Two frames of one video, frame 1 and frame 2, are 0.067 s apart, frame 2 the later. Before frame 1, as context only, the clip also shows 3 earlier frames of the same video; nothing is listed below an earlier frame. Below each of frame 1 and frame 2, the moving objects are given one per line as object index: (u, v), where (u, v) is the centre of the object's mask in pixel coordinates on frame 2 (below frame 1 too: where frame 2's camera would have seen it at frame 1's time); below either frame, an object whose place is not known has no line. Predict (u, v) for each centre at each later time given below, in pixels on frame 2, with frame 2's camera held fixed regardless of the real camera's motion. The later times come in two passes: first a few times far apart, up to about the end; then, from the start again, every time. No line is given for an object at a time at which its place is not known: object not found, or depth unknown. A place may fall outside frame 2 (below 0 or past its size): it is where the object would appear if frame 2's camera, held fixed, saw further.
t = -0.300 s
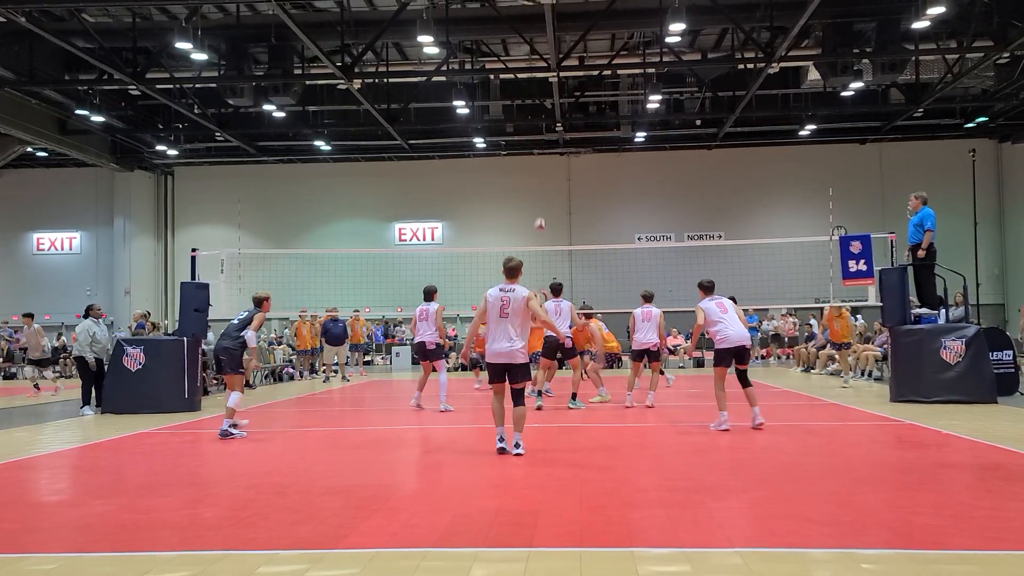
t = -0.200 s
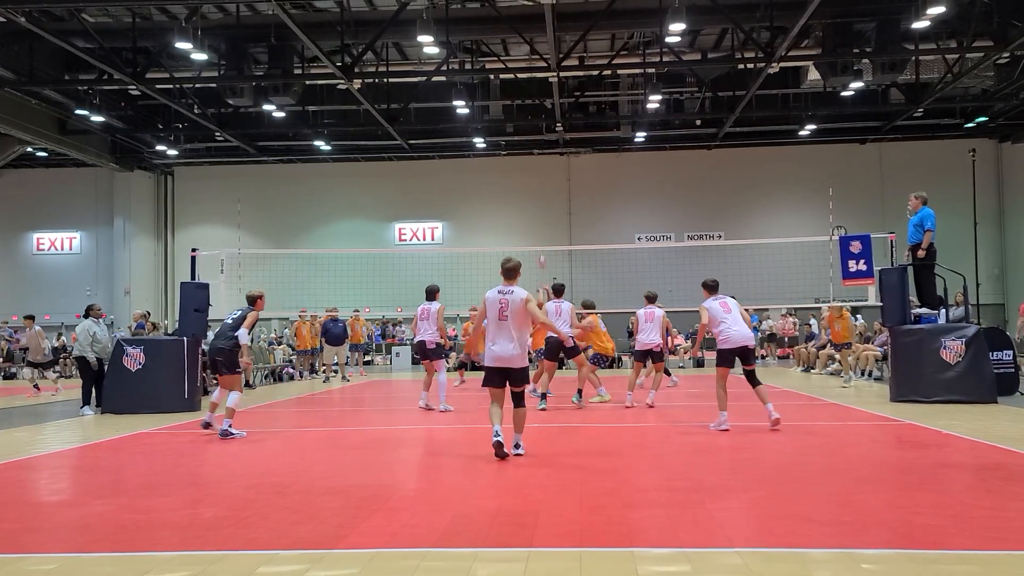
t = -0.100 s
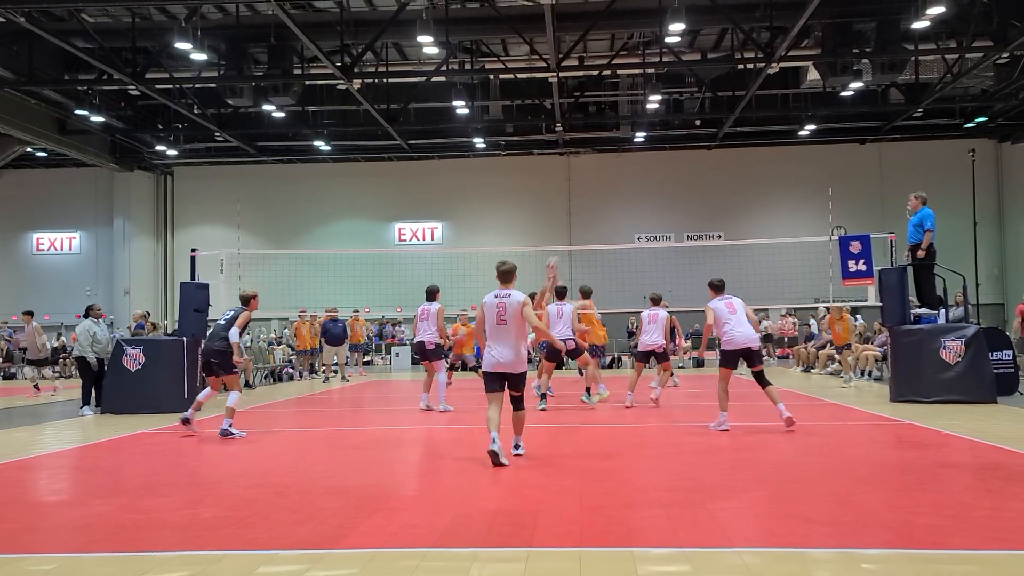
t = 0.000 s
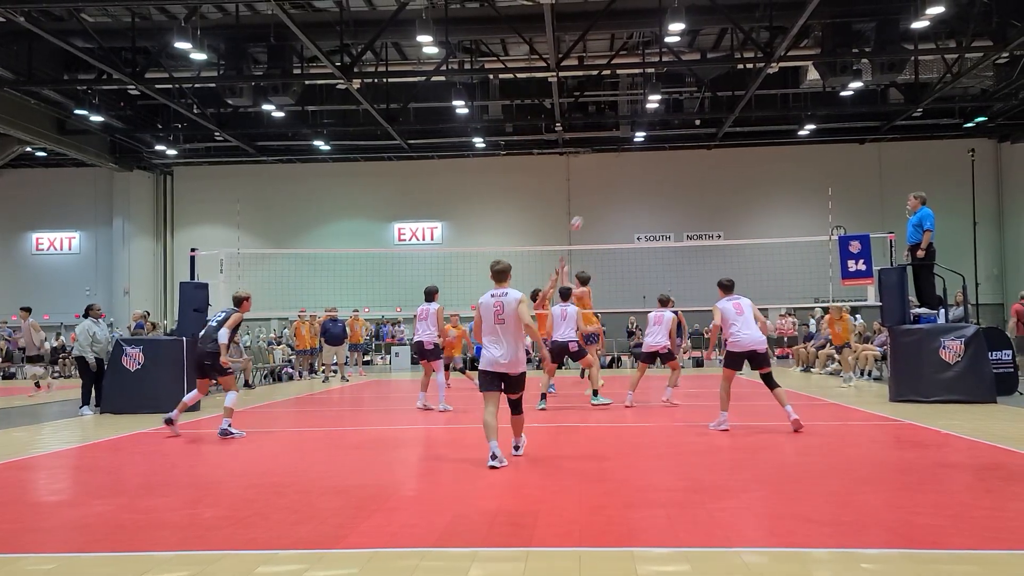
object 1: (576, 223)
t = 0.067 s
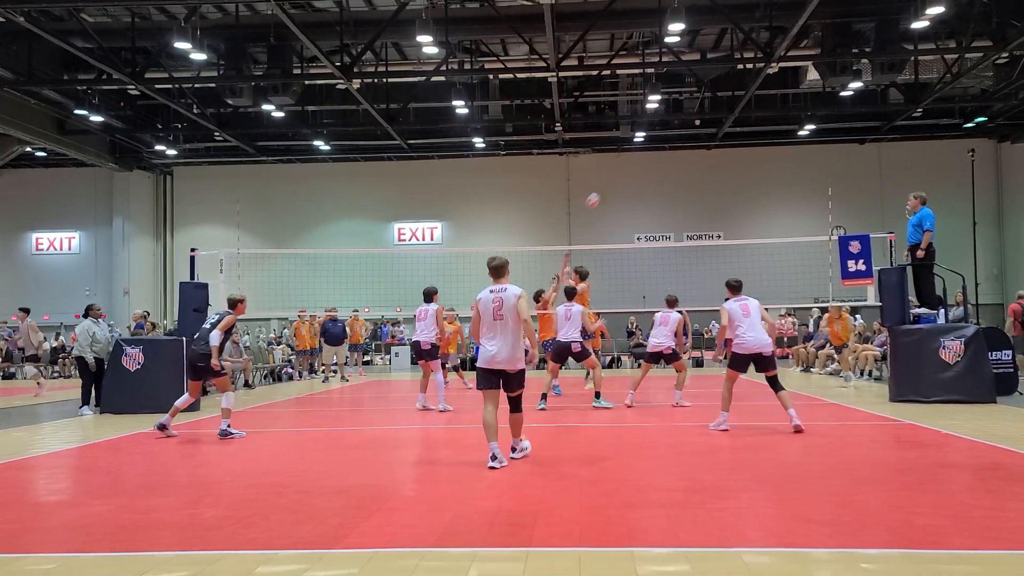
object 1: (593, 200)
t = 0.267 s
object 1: (642, 146)
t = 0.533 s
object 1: (707, 108)
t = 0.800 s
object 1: (774, 112)
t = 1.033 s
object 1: (832, 150)
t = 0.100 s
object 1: (601, 190)
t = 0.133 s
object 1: (609, 180)
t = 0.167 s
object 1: (617, 170)
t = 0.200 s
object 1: (625, 161)
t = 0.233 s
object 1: (634, 153)
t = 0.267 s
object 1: (642, 146)
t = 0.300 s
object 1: (650, 139)
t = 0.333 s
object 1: (658, 133)
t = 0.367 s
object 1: (666, 126)
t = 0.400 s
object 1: (674, 122)
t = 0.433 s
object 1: (683, 117)
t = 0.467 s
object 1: (691, 114)
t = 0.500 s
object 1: (698, 110)
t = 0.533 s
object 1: (707, 108)
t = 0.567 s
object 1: (715, 106)
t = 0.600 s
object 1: (723, 105)
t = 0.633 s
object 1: (732, 104)
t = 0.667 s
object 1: (740, 104)
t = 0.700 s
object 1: (748, 105)
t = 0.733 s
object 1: (757, 107)
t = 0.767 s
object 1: (765, 109)
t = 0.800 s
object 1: (774, 112)
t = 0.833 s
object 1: (782, 115)
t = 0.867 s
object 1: (790, 119)
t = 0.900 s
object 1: (798, 124)
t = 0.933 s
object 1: (807, 130)
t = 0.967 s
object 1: (816, 136)
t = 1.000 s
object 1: (824, 142)
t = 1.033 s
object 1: (832, 150)
